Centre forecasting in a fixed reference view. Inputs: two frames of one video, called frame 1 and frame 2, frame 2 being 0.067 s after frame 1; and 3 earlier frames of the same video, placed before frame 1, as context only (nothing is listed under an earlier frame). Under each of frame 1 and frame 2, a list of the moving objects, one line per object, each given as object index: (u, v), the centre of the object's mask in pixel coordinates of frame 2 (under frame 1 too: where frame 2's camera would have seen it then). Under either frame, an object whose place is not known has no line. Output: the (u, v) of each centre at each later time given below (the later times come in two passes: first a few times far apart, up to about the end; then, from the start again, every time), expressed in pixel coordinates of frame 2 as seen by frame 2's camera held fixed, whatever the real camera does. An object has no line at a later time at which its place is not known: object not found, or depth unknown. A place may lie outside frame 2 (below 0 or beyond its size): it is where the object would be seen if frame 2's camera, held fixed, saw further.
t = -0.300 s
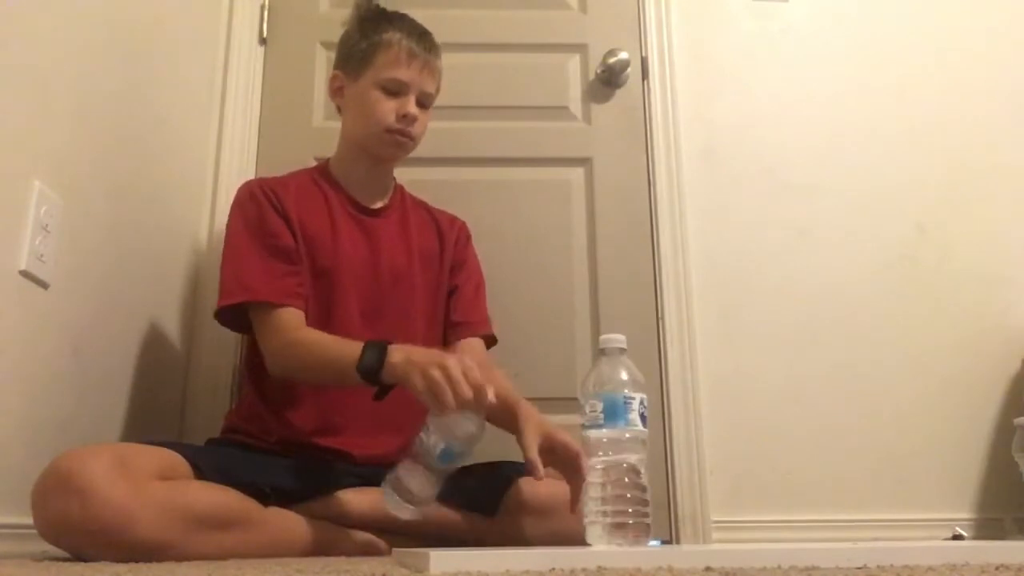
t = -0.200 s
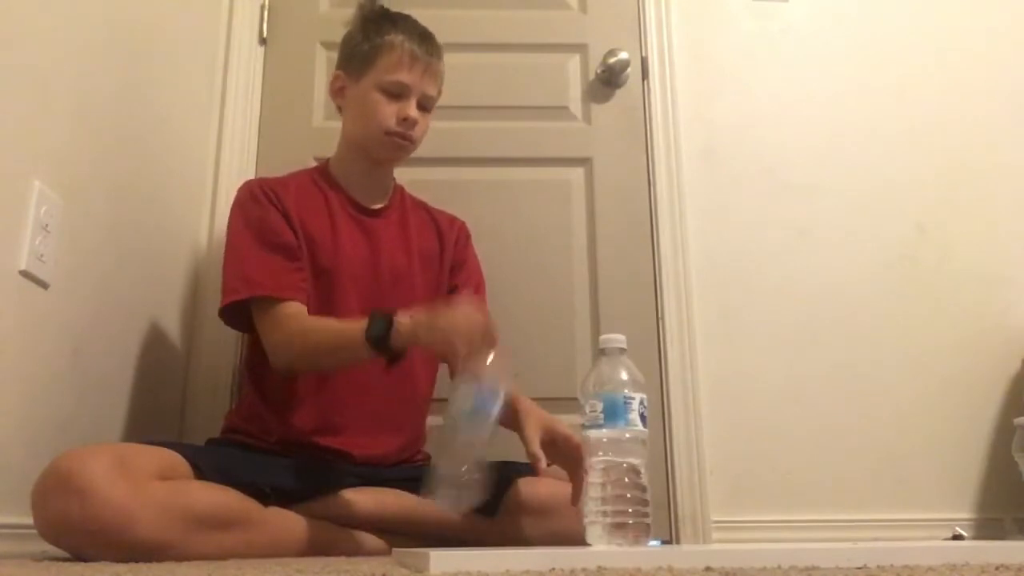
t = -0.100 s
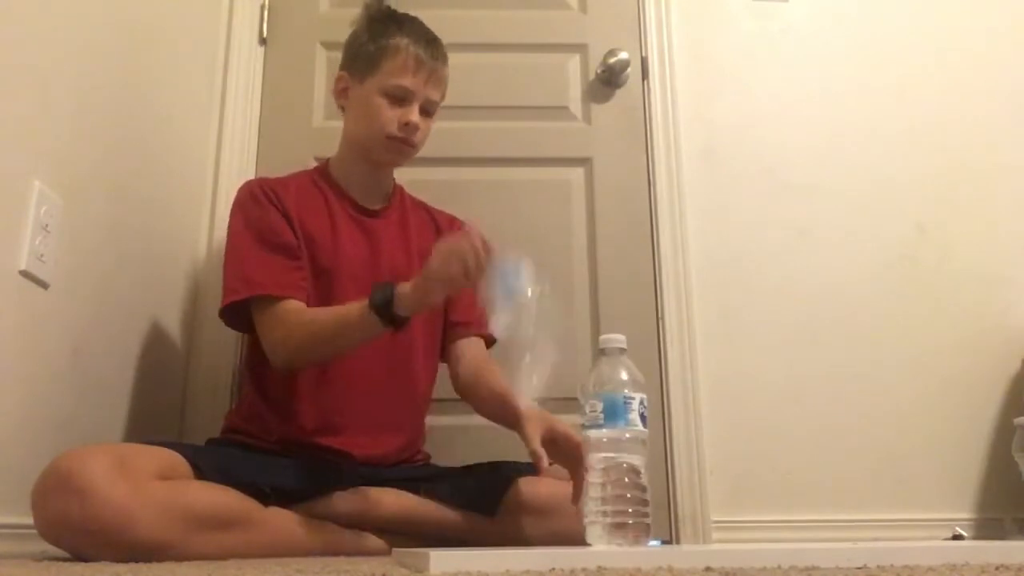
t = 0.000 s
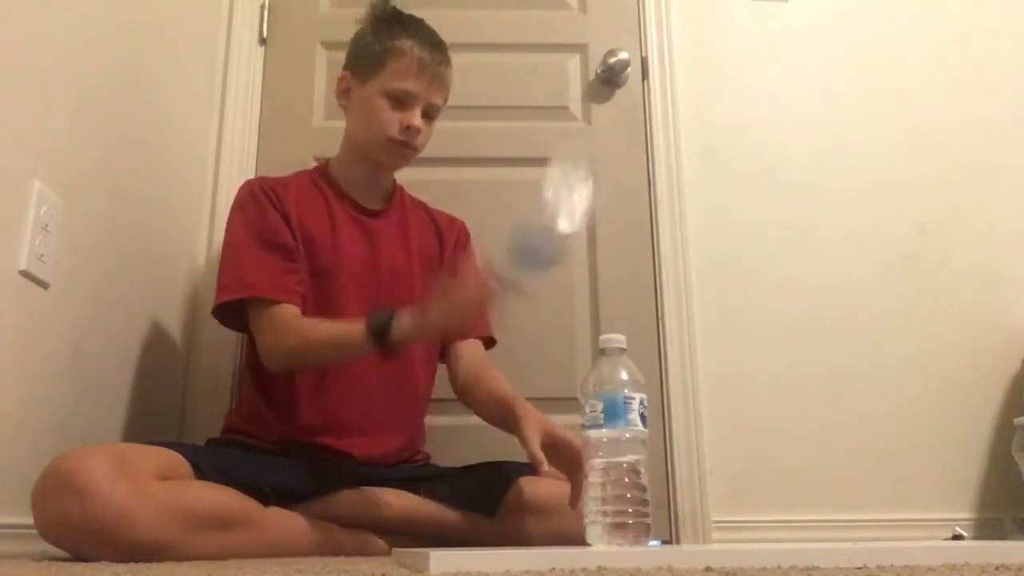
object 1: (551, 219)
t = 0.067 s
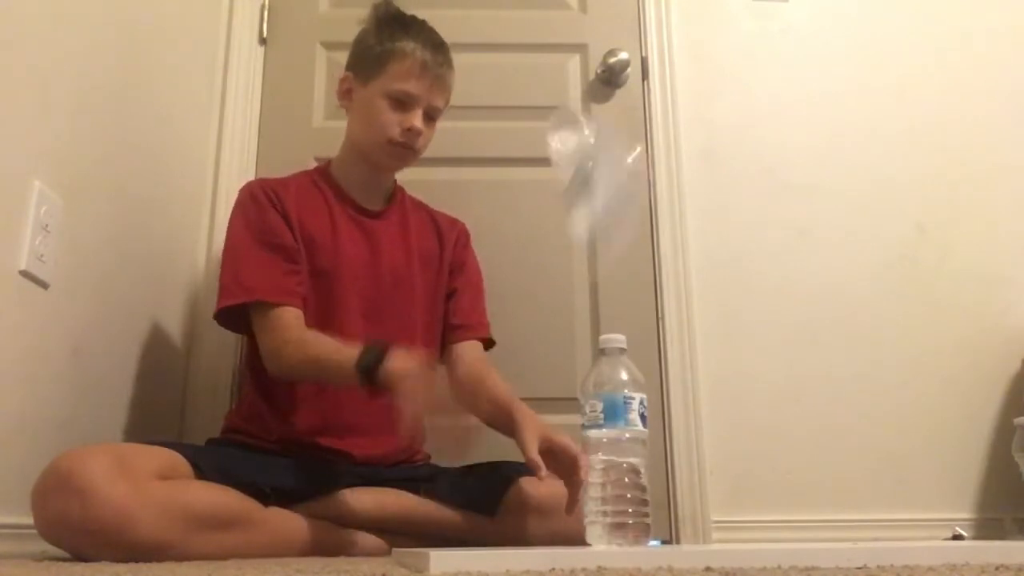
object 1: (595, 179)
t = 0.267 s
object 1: (600, 214)
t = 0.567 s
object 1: (619, 257)
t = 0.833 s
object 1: (618, 256)
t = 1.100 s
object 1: (617, 256)
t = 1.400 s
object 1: (618, 256)
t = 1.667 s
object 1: (618, 255)
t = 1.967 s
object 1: (618, 256)
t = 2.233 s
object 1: (618, 256)
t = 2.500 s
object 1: (618, 256)
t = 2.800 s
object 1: (618, 256)
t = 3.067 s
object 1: (618, 255)
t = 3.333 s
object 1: (618, 256)
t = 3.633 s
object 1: (618, 255)
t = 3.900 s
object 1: (618, 256)
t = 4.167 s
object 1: (618, 255)
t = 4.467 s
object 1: (618, 255)
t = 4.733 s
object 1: (618, 256)
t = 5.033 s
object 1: (618, 255)
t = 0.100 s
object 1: (586, 133)
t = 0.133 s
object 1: (605, 112)
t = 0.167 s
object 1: (600, 115)
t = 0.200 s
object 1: (596, 132)
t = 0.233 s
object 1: (598, 165)
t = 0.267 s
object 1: (600, 214)
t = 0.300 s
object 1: (603, 257)
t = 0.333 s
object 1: (605, 257)
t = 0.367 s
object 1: (608, 258)
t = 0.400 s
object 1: (612, 257)
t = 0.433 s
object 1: (614, 257)
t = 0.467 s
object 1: (617, 256)
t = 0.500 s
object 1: (618, 256)
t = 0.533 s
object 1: (619, 257)
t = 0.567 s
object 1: (619, 257)
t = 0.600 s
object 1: (619, 257)
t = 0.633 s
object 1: (618, 256)
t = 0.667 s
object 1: (618, 256)
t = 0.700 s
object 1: (618, 256)
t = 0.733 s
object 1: (618, 256)
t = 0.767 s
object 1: (617, 257)
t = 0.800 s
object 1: (617, 256)
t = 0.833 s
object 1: (618, 256)
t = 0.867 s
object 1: (618, 256)
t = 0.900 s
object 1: (618, 256)
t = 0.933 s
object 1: (619, 256)
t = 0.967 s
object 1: (619, 255)
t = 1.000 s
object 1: (618, 256)
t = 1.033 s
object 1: (618, 255)
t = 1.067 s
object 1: (618, 255)
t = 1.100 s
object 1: (617, 256)
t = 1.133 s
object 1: (617, 256)
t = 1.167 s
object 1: (617, 256)
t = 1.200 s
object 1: (617, 256)
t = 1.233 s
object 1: (618, 256)
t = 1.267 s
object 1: (618, 256)
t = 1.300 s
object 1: (619, 255)
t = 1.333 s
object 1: (619, 255)
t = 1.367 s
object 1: (619, 255)
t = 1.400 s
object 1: (618, 256)
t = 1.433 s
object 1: (618, 255)
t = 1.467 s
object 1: (618, 255)
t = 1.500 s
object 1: (617, 255)
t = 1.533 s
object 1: (617, 255)
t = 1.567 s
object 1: (617, 255)
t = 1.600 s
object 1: (618, 255)
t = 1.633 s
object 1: (618, 255)
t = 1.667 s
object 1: (618, 255)
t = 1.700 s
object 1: (618, 255)
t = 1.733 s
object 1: (618, 256)
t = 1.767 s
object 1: (618, 256)
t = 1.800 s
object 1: (618, 256)
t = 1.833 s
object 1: (618, 256)
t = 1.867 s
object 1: (618, 256)
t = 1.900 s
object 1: (618, 256)
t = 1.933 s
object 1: (618, 256)
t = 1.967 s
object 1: (618, 256)
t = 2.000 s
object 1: (618, 256)
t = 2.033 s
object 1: (618, 256)
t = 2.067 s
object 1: (618, 256)
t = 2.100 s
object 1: (618, 256)
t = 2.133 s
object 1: (619, 256)
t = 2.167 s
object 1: (618, 256)
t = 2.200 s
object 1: (618, 256)
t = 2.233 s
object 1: (618, 256)
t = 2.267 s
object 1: (618, 256)
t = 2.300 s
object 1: (618, 256)
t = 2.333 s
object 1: (618, 256)
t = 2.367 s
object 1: (618, 256)
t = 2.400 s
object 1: (618, 256)
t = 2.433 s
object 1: (618, 256)
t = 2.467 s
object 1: (618, 256)
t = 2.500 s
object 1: (618, 256)
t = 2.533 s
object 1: (618, 256)
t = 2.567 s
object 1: (618, 256)
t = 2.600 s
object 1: (618, 256)
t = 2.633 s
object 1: (618, 256)
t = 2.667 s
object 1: (618, 256)
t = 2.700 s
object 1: (618, 256)
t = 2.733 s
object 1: (618, 256)
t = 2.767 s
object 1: (618, 256)
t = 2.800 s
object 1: (618, 256)
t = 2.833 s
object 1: (618, 255)
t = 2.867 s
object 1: (618, 255)
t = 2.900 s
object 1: (618, 255)
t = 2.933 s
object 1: (618, 255)
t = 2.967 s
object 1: (618, 255)
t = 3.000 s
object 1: (618, 255)
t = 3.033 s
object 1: (618, 255)
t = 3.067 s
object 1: (618, 255)
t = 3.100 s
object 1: (618, 256)
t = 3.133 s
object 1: (618, 256)
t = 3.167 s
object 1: (618, 256)
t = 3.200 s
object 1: (618, 256)
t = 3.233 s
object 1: (618, 256)
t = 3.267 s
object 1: (618, 256)
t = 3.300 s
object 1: (618, 256)
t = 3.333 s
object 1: (618, 256)
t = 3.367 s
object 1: (618, 256)
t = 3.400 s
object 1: (618, 256)
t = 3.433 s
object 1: (618, 256)
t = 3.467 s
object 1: (618, 256)
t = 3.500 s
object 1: (618, 256)
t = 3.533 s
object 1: (618, 256)
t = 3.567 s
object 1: (618, 256)
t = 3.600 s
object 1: (618, 255)
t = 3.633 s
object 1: (618, 255)
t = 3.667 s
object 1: (618, 255)
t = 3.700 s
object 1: (618, 255)
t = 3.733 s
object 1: (618, 256)
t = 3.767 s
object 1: (618, 255)
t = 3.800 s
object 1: (618, 256)
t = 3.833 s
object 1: (618, 256)
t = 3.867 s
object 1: (618, 256)
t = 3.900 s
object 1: (618, 256)
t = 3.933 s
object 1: (618, 256)
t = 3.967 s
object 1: (618, 256)
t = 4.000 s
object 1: (618, 256)
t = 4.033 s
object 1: (618, 256)
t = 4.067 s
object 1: (618, 255)
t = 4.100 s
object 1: (618, 256)
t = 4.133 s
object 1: (618, 255)
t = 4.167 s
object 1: (618, 255)
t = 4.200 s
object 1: (618, 255)
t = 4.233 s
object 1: (618, 255)
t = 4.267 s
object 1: (618, 255)
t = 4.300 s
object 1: (618, 255)
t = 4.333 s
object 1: (618, 256)
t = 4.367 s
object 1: (618, 255)
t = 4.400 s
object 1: (618, 255)
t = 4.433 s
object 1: (618, 255)
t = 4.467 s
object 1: (618, 255)
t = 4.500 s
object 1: (618, 255)
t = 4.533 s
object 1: (618, 256)
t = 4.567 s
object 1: (618, 256)
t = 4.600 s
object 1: (618, 256)
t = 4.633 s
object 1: (618, 256)
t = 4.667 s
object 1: (618, 256)
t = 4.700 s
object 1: (618, 256)
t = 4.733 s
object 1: (618, 256)
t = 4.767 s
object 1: (618, 256)
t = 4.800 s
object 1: (618, 255)
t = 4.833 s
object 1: (618, 255)
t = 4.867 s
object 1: (618, 255)
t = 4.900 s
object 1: (618, 255)
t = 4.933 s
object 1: (618, 255)
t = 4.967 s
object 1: (618, 255)
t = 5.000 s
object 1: (618, 255)
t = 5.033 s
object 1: (618, 255)
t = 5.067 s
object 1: (618, 255)
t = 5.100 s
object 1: (618, 255)
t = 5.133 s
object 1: (618, 256)
